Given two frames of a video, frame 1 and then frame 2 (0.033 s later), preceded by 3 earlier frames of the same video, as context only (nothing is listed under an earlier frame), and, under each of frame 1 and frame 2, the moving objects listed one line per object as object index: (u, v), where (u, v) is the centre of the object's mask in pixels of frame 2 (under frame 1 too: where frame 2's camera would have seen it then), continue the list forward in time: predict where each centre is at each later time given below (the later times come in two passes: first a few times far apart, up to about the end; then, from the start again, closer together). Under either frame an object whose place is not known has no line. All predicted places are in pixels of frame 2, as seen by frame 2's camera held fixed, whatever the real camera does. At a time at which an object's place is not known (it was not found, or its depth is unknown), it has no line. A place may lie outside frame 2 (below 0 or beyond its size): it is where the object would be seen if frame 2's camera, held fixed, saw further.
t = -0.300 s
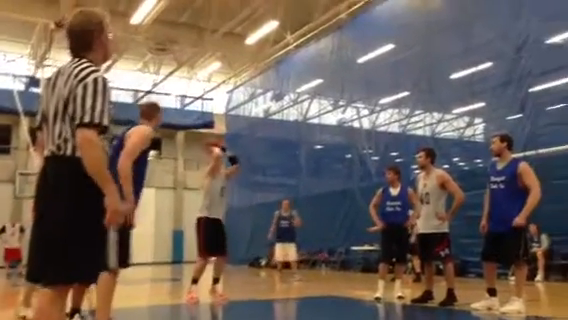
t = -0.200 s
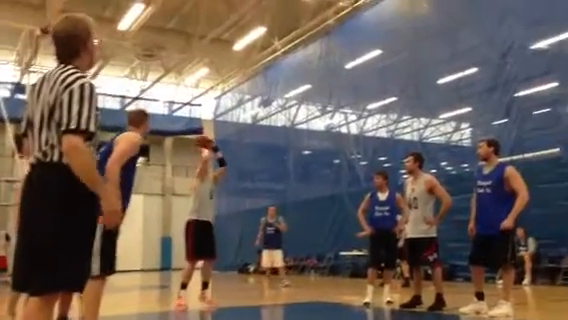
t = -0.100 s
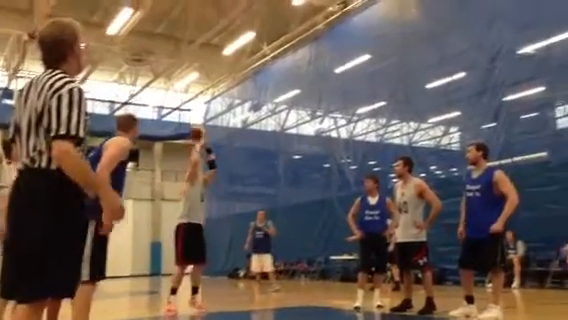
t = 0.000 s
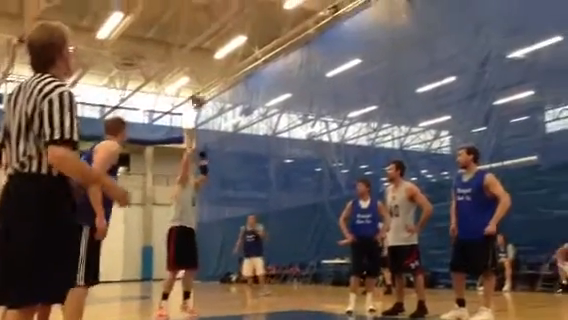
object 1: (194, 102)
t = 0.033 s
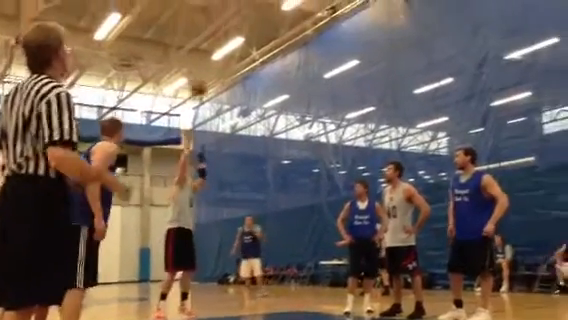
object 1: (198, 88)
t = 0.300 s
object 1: (235, 1)
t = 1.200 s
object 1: (366, 3)
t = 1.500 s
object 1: (392, 38)
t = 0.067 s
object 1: (201, 79)
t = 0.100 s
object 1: (207, 67)
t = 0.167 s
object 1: (215, 41)
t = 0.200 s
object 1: (220, 32)
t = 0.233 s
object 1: (225, 20)
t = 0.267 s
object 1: (231, 11)
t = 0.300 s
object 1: (235, 1)
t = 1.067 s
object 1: (367, 7)
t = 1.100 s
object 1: (368, 2)
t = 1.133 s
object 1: (365, 3)
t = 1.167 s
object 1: (365, 3)
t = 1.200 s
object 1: (366, 3)
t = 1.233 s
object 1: (366, 4)
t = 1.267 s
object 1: (368, 6)
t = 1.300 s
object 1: (374, 6)
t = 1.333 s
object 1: (372, 10)
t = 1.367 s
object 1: (378, 12)
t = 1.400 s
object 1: (380, 17)
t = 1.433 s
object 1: (383, 22)
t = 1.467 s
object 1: (387, 29)
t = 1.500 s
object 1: (392, 38)
